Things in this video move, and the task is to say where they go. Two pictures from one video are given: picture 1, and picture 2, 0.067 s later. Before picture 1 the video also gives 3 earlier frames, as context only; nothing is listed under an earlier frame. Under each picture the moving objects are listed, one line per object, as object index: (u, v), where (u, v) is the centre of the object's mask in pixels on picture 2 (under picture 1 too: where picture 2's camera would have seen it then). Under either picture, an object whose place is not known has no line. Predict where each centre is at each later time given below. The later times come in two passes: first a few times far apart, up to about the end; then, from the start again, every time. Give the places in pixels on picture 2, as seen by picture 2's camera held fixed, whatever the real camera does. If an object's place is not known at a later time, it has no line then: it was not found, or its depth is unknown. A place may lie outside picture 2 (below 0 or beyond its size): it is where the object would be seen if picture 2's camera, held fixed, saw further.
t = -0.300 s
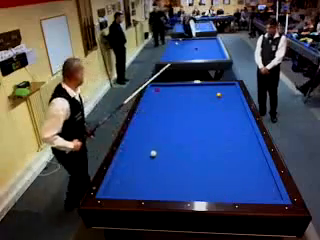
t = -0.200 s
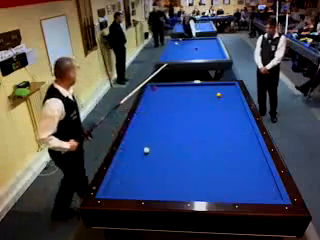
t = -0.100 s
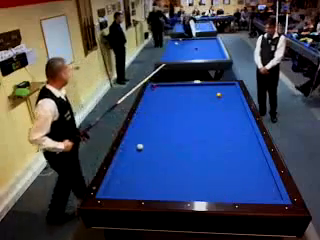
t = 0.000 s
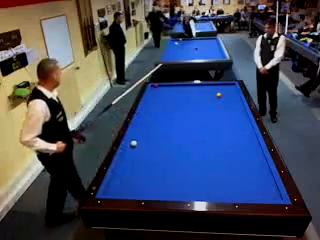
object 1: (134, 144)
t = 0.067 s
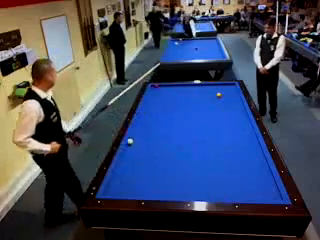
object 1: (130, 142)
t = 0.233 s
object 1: (137, 137)
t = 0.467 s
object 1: (149, 131)
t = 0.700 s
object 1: (159, 124)
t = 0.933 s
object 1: (169, 119)
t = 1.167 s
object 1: (177, 115)
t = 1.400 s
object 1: (186, 110)
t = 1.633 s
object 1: (193, 106)
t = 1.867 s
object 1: (200, 102)
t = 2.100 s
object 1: (206, 98)
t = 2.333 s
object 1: (212, 95)
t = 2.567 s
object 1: (217, 92)
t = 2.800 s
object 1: (223, 89)
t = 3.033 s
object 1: (228, 86)
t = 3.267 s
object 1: (232, 84)
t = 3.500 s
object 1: (232, 84)
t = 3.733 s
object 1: (231, 85)
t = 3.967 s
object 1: (230, 85)
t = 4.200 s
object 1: (229, 87)
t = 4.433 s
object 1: (228, 87)
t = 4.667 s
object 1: (227, 88)
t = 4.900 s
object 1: (226, 89)
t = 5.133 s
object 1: (225, 90)
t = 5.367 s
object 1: (224, 90)
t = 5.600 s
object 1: (223, 91)
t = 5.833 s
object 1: (223, 91)
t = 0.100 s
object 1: (130, 141)
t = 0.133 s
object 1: (132, 140)
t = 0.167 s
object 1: (134, 139)
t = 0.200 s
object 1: (136, 138)
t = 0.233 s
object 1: (137, 137)
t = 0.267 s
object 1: (139, 136)
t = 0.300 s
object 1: (141, 135)
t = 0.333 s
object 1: (142, 134)
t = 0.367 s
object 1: (144, 133)
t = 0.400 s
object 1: (146, 132)
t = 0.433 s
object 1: (147, 131)
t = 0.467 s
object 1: (149, 131)
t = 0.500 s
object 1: (150, 130)
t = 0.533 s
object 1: (152, 129)
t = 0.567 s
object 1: (153, 128)
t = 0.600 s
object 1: (155, 127)
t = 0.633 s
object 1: (156, 126)
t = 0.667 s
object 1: (157, 125)
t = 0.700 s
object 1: (159, 124)
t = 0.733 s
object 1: (160, 124)
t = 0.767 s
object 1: (162, 123)
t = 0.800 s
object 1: (163, 122)
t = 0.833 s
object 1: (165, 121)
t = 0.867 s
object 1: (166, 121)
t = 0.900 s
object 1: (167, 120)
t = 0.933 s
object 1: (169, 119)
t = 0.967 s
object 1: (170, 118)
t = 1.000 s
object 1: (171, 118)
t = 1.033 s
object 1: (172, 117)
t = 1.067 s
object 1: (173, 116)
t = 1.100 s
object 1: (175, 116)
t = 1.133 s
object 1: (176, 115)
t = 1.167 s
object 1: (177, 115)
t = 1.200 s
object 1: (179, 114)
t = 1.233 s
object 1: (180, 113)
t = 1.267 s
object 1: (181, 113)
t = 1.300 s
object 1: (182, 112)
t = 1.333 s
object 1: (183, 111)
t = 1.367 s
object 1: (184, 111)
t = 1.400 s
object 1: (186, 110)
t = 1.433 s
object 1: (187, 109)
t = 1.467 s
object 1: (188, 109)
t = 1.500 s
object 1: (188, 108)
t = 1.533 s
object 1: (190, 108)
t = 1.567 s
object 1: (191, 107)
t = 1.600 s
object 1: (192, 106)
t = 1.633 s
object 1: (193, 106)
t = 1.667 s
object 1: (194, 105)
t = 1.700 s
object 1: (195, 104)
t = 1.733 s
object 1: (196, 104)
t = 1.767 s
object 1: (197, 103)
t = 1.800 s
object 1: (198, 103)
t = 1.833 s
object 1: (199, 103)
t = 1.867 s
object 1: (200, 102)
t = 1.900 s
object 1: (201, 102)
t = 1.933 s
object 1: (202, 101)
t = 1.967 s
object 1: (203, 101)
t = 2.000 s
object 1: (203, 100)
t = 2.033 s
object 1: (204, 99)
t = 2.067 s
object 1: (205, 99)
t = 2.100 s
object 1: (206, 98)
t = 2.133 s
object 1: (207, 98)
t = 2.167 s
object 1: (208, 98)
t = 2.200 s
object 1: (209, 97)
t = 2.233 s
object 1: (210, 96)
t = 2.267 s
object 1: (210, 96)
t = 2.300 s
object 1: (211, 96)
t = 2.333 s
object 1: (212, 95)
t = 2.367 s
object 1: (213, 95)
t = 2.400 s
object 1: (213, 94)
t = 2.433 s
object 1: (214, 94)
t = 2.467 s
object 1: (215, 93)
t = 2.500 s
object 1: (216, 93)
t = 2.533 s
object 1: (217, 92)
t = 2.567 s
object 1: (217, 92)
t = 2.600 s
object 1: (218, 92)
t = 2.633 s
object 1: (219, 91)
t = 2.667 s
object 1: (220, 90)
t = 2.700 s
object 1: (221, 90)
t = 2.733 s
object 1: (221, 90)
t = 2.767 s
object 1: (222, 89)
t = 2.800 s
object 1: (223, 89)
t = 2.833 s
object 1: (224, 89)
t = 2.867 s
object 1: (224, 88)
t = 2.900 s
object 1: (225, 88)
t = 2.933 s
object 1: (225, 88)
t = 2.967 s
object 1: (226, 87)
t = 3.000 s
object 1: (227, 87)
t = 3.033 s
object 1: (228, 86)
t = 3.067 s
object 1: (228, 86)
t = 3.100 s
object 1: (229, 85)
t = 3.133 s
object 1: (230, 85)
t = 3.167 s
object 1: (230, 85)
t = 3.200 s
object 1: (231, 84)
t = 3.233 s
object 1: (232, 84)
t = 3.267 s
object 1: (232, 84)
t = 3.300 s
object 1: (233, 83)
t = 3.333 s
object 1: (232, 83)
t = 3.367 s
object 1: (232, 84)
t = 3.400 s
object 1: (232, 84)
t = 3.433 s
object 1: (232, 84)
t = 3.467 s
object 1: (232, 84)
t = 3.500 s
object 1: (232, 84)
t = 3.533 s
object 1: (232, 84)
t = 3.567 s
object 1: (232, 84)
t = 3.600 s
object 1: (231, 84)
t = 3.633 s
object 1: (231, 84)
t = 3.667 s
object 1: (231, 85)
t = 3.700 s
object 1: (231, 85)
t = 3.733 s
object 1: (231, 85)
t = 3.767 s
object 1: (230, 85)
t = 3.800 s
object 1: (230, 85)
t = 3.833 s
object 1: (230, 85)
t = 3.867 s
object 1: (230, 85)
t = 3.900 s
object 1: (230, 85)
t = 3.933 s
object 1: (230, 85)
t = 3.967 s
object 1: (230, 85)
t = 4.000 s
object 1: (229, 86)
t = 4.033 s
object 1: (229, 86)
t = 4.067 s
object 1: (229, 86)
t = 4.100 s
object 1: (229, 86)
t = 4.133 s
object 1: (229, 86)
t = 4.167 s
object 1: (229, 86)
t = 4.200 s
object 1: (229, 87)
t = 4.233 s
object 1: (228, 87)
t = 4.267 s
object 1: (228, 87)
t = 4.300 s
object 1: (228, 87)
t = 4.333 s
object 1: (228, 87)
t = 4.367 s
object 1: (228, 87)
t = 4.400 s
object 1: (228, 87)
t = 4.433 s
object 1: (228, 87)
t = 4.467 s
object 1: (227, 88)
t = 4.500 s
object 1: (227, 88)
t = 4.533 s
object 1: (227, 88)
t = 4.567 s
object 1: (227, 88)
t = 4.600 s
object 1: (227, 88)
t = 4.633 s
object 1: (227, 88)
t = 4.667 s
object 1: (227, 88)
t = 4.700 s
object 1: (227, 89)
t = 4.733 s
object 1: (227, 89)
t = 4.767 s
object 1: (226, 88)
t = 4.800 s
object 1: (226, 89)
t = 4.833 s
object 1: (226, 89)
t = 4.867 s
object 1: (226, 89)
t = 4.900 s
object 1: (226, 89)
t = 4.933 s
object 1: (226, 89)
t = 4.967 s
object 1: (226, 89)
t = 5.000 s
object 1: (226, 89)
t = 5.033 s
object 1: (226, 89)
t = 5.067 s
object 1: (225, 89)
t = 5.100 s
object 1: (225, 90)
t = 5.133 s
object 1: (225, 90)
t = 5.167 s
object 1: (225, 90)
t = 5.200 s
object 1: (225, 90)
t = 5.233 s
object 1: (225, 90)
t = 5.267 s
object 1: (225, 90)
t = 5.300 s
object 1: (225, 90)
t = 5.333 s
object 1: (224, 90)
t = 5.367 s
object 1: (224, 90)
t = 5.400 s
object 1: (224, 90)
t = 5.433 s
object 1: (224, 90)
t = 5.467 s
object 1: (224, 90)
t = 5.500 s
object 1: (224, 91)
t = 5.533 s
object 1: (224, 91)
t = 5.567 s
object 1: (224, 91)
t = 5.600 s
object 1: (223, 91)
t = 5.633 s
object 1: (223, 91)
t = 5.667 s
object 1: (223, 91)
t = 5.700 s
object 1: (223, 91)
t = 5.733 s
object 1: (223, 91)
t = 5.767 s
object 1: (223, 91)
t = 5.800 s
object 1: (223, 91)
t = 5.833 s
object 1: (223, 91)
